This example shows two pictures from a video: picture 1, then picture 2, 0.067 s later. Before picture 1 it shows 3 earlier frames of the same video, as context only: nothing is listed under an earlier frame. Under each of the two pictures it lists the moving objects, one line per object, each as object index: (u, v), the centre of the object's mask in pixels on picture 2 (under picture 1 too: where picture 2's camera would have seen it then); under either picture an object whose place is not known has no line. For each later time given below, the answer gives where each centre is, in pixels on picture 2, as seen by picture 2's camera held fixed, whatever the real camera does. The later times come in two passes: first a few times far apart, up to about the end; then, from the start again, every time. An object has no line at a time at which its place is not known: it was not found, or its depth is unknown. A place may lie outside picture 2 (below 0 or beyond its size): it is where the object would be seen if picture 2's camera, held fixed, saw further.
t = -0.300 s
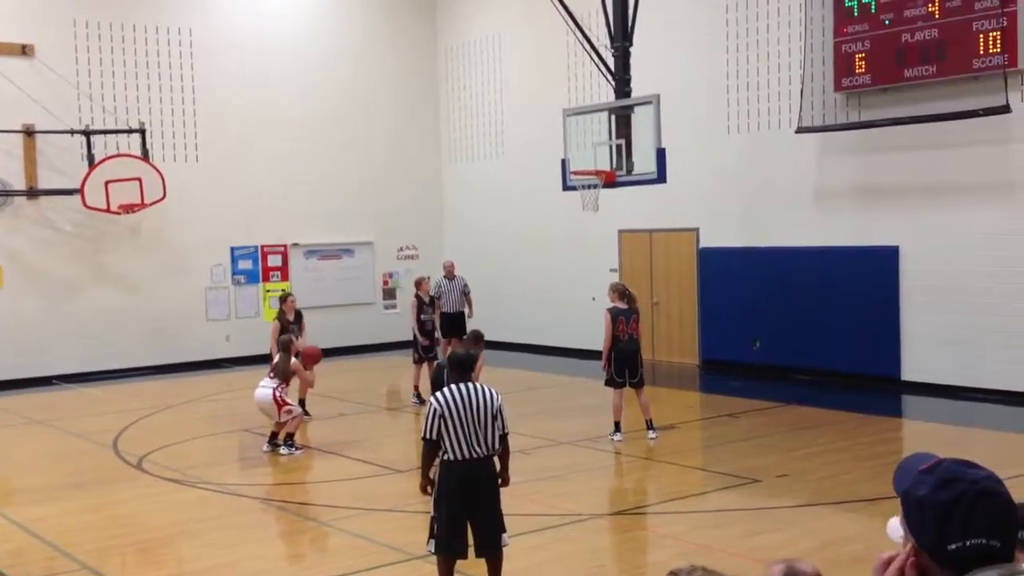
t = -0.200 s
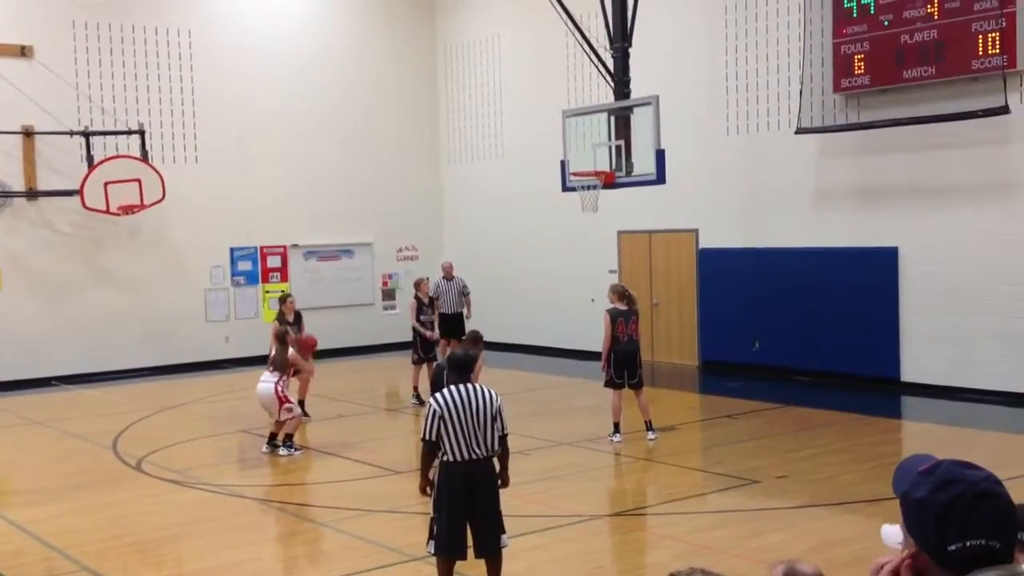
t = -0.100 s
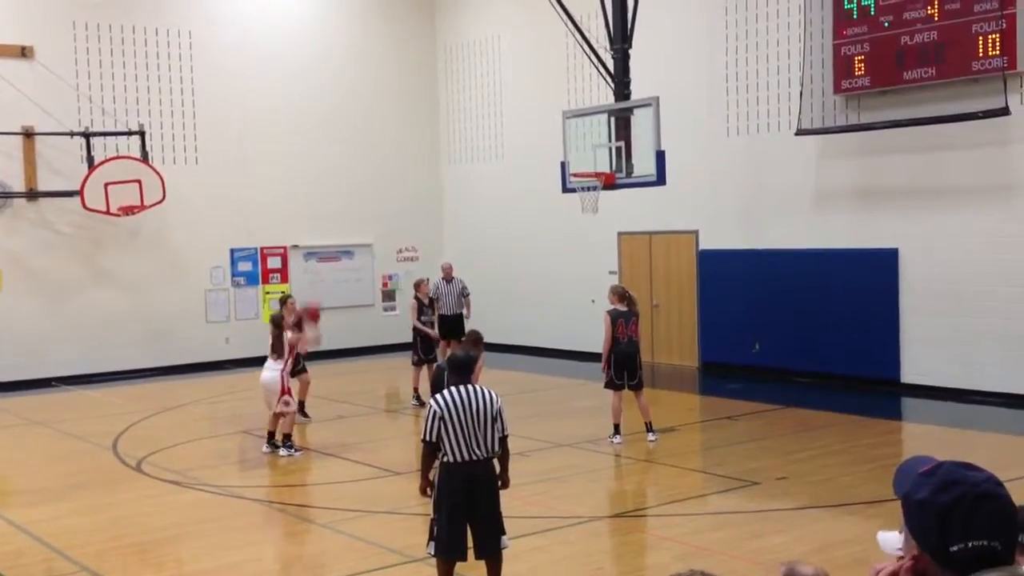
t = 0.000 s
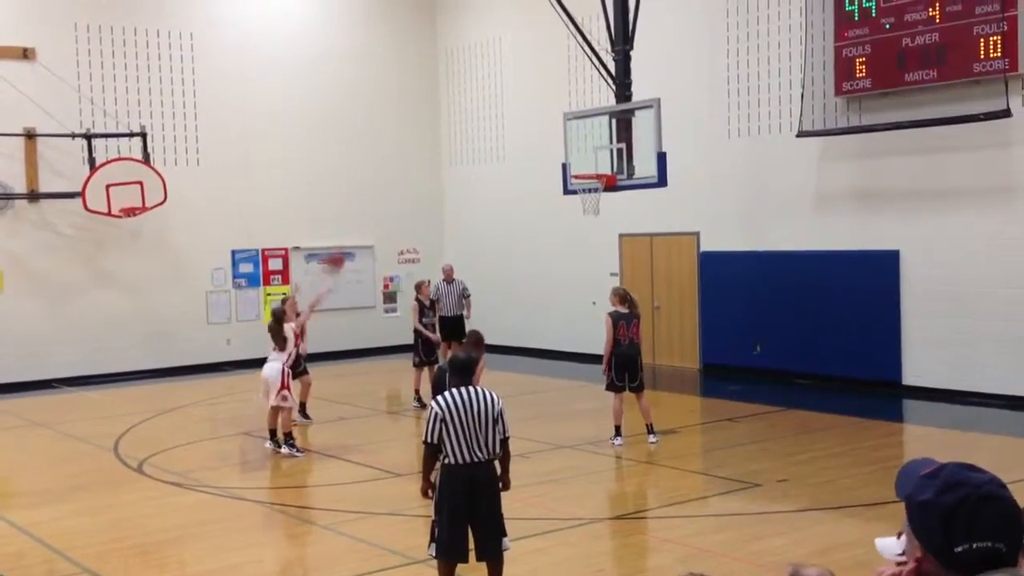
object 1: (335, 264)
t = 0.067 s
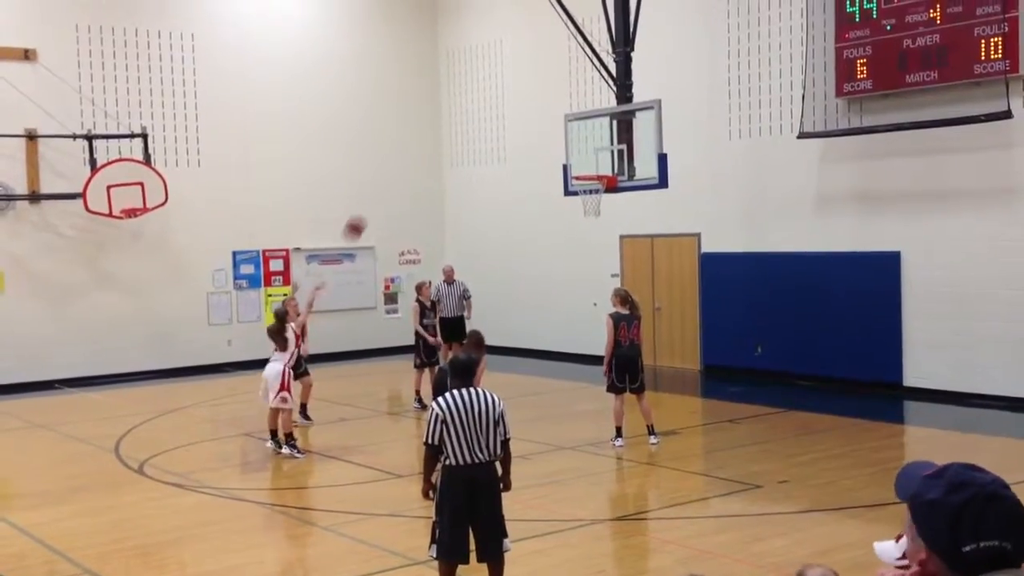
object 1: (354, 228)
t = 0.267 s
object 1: (408, 153)
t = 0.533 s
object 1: (474, 109)
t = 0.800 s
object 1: (537, 123)
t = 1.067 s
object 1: (594, 187)
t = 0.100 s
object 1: (363, 213)
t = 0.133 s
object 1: (372, 199)
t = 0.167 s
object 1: (381, 186)
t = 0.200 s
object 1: (390, 174)
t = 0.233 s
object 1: (399, 163)
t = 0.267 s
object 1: (408, 153)
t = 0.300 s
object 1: (416, 144)
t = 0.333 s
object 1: (425, 136)
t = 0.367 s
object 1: (433, 129)
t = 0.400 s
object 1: (442, 123)
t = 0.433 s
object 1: (450, 118)
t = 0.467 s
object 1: (458, 115)
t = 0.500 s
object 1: (466, 111)
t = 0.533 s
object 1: (474, 109)
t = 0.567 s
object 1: (482, 108)
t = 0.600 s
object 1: (490, 107)
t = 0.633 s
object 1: (499, 108)
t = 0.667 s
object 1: (506, 109)
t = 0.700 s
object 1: (514, 111)
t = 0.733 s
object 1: (522, 115)
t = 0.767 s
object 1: (530, 119)
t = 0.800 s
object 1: (537, 123)
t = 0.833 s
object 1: (545, 129)
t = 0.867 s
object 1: (552, 135)
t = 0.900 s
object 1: (559, 142)
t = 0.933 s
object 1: (567, 150)
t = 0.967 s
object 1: (575, 159)
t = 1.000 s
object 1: (582, 167)
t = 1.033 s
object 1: (589, 177)
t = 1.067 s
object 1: (594, 187)
